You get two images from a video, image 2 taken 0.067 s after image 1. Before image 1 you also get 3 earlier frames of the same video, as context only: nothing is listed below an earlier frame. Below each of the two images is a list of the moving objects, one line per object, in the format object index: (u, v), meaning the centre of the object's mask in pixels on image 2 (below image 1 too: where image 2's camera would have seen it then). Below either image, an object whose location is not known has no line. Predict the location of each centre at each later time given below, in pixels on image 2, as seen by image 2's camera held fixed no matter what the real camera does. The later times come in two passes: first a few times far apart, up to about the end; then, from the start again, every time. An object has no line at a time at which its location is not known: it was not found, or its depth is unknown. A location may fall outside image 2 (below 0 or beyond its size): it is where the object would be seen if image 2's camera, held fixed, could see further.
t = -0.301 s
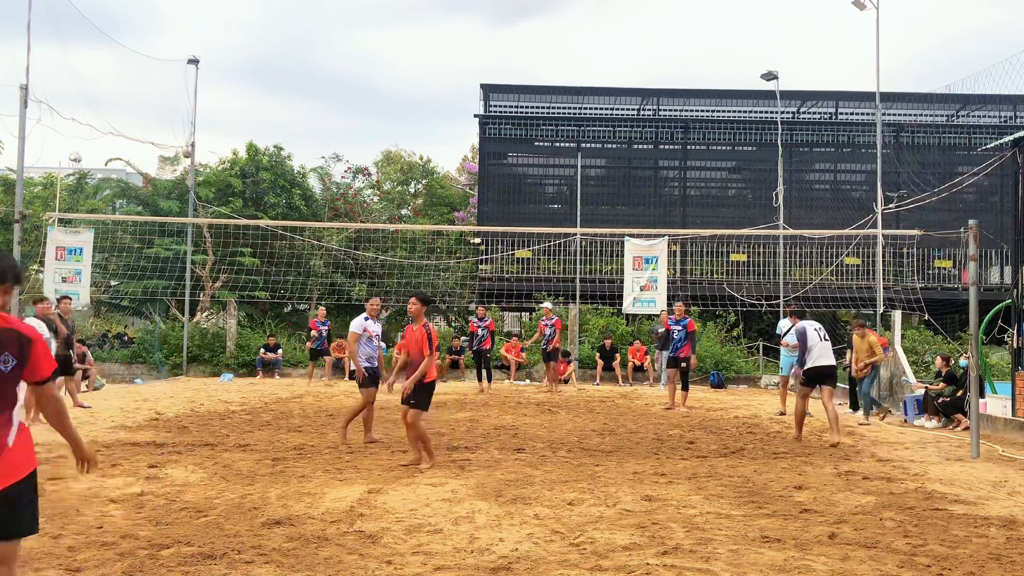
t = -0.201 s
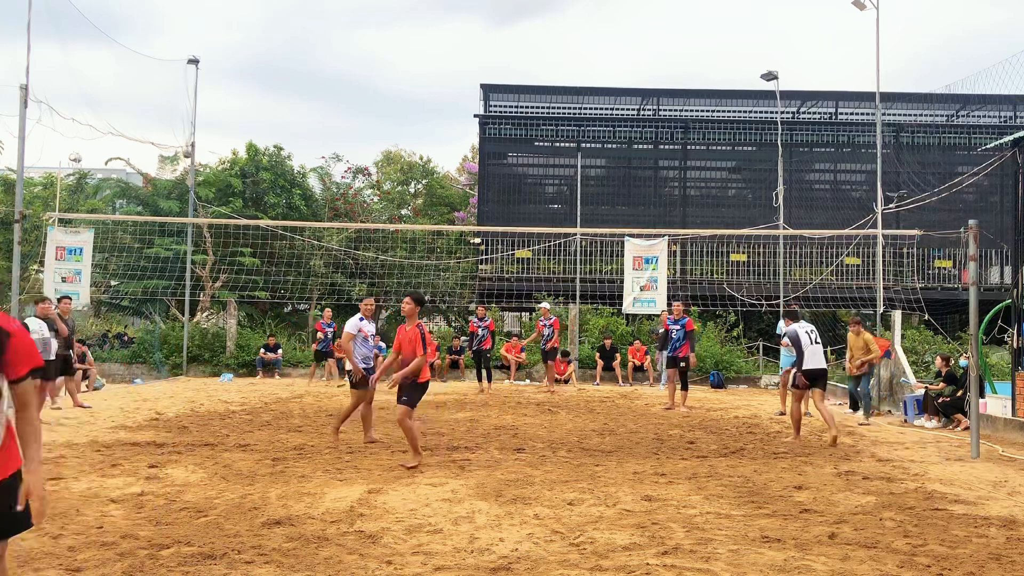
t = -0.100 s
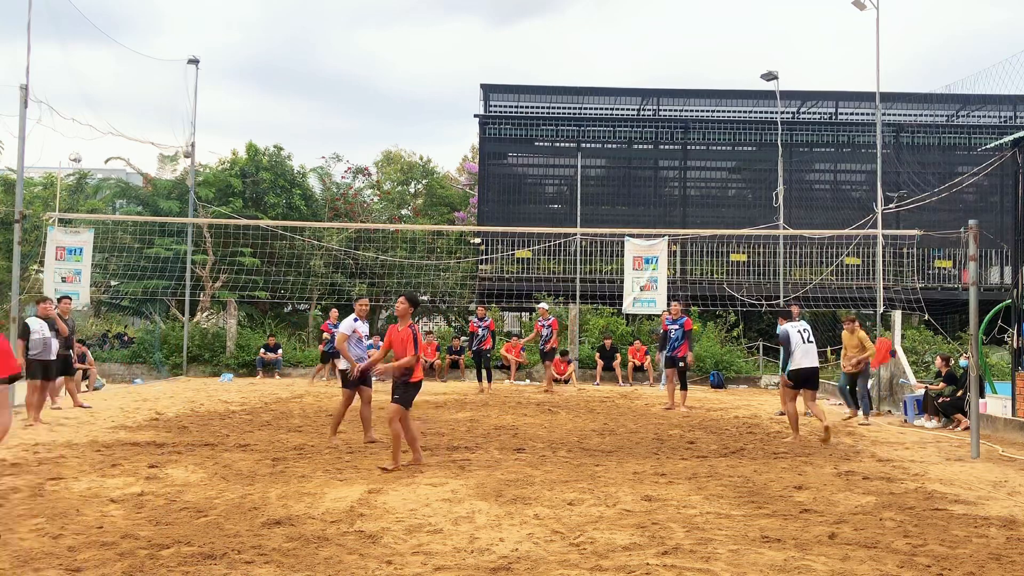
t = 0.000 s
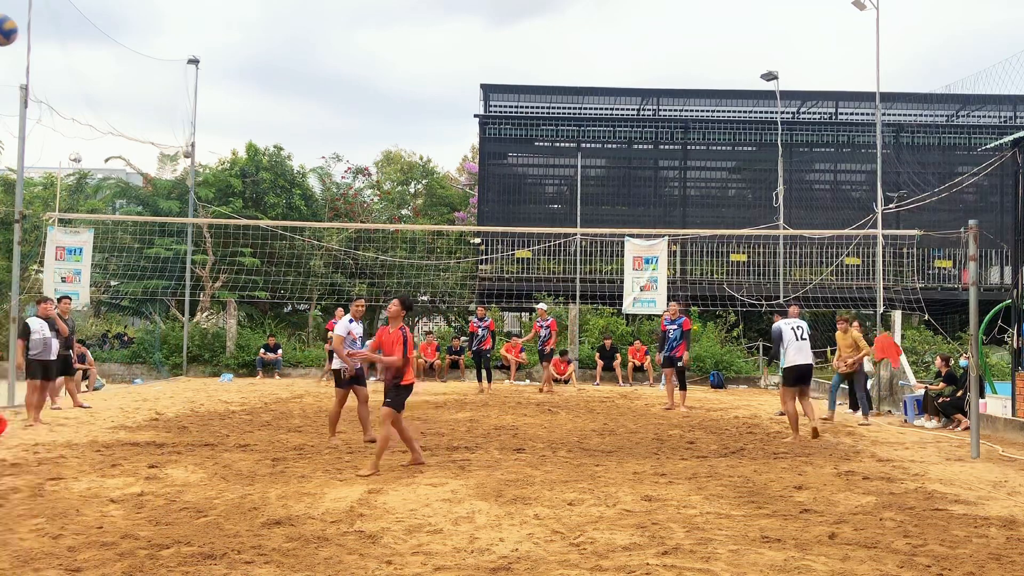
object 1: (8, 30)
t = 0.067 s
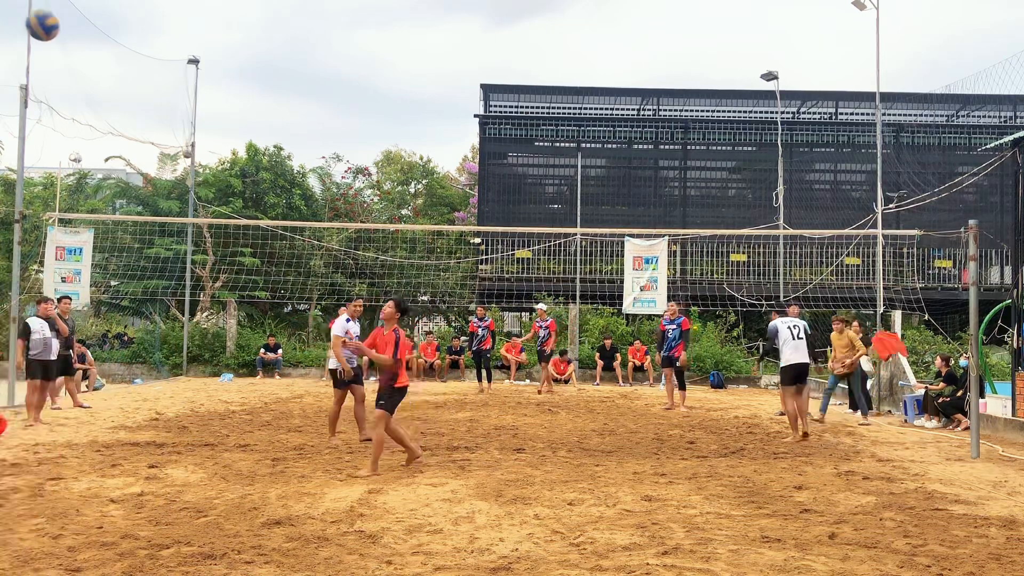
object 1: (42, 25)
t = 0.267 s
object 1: (147, 47)
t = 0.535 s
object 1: (249, 141)
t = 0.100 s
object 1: (62, 25)
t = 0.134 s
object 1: (81, 27)
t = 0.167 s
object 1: (98, 30)
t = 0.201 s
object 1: (115, 35)
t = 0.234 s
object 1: (131, 40)
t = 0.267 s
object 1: (147, 47)
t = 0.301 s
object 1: (161, 55)
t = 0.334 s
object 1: (175, 65)
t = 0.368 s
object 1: (189, 75)
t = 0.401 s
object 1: (202, 86)
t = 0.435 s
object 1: (215, 99)
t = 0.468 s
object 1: (227, 112)
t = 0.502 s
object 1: (238, 126)
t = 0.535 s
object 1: (249, 141)
